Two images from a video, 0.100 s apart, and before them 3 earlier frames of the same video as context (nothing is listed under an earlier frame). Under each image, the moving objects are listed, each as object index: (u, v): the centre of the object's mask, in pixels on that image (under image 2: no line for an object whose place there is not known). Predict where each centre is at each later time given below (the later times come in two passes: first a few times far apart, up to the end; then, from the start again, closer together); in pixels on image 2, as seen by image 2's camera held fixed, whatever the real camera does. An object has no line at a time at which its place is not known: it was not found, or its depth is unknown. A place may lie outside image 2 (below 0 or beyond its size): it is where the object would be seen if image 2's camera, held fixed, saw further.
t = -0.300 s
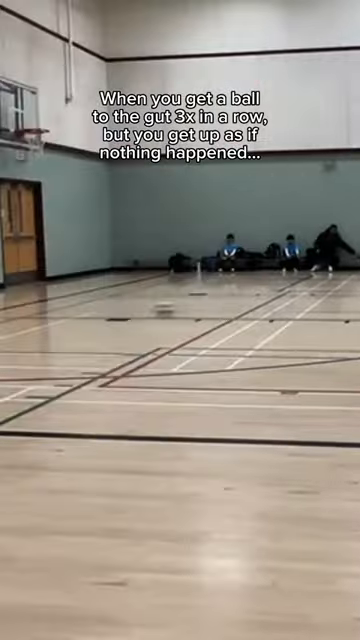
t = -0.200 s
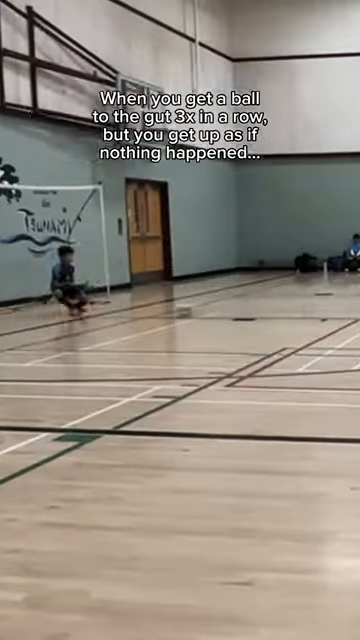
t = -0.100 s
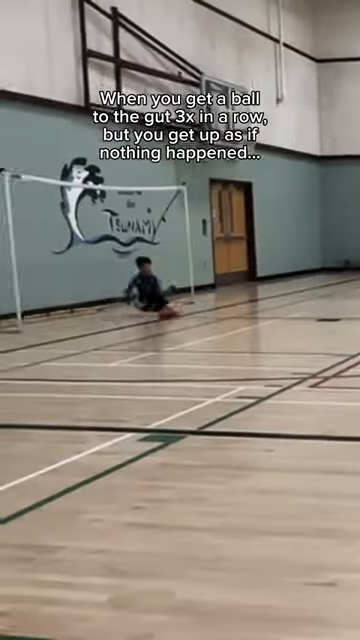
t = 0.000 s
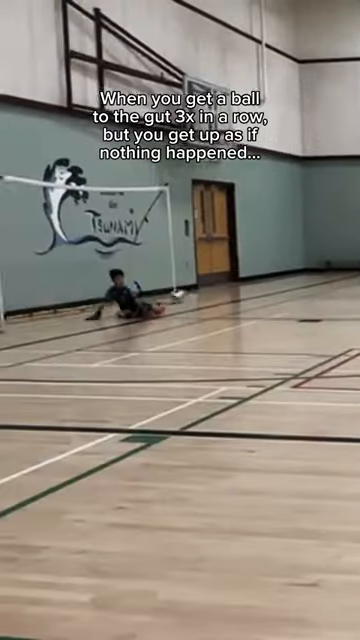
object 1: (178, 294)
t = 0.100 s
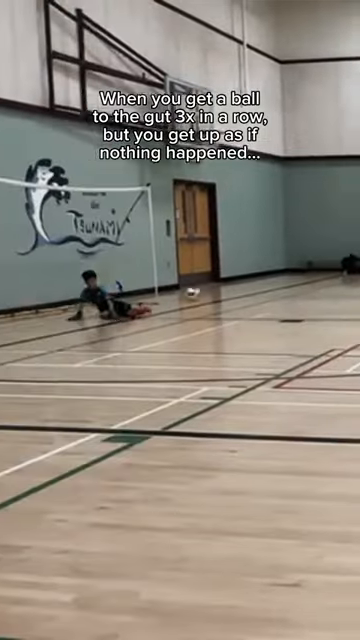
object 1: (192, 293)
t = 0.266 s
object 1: (250, 305)
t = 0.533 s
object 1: (323, 311)
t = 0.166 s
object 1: (215, 296)
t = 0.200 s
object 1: (227, 297)
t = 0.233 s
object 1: (238, 302)
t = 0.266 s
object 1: (250, 305)
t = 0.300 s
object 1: (261, 310)
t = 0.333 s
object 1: (271, 310)
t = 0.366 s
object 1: (279, 310)
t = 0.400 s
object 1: (288, 309)
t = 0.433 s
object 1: (297, 309)
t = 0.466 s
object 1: (305, 309)
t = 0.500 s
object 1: (314, 310)
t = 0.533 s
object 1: (323, 311)
